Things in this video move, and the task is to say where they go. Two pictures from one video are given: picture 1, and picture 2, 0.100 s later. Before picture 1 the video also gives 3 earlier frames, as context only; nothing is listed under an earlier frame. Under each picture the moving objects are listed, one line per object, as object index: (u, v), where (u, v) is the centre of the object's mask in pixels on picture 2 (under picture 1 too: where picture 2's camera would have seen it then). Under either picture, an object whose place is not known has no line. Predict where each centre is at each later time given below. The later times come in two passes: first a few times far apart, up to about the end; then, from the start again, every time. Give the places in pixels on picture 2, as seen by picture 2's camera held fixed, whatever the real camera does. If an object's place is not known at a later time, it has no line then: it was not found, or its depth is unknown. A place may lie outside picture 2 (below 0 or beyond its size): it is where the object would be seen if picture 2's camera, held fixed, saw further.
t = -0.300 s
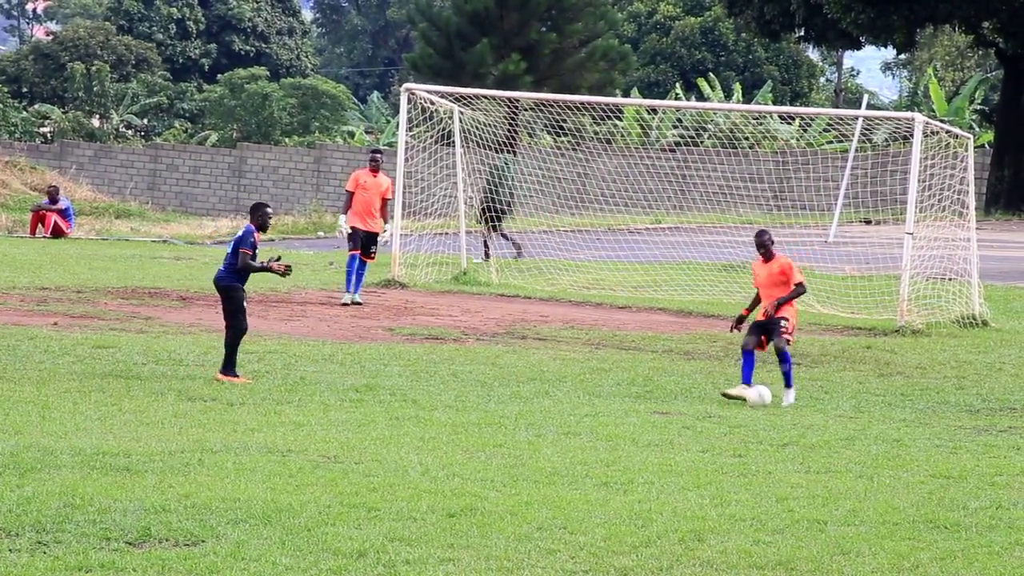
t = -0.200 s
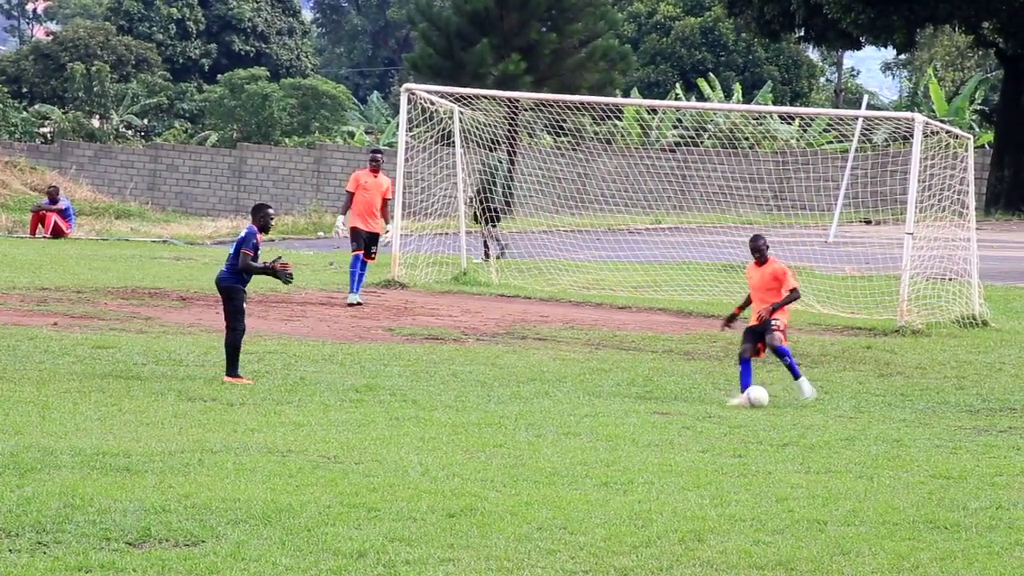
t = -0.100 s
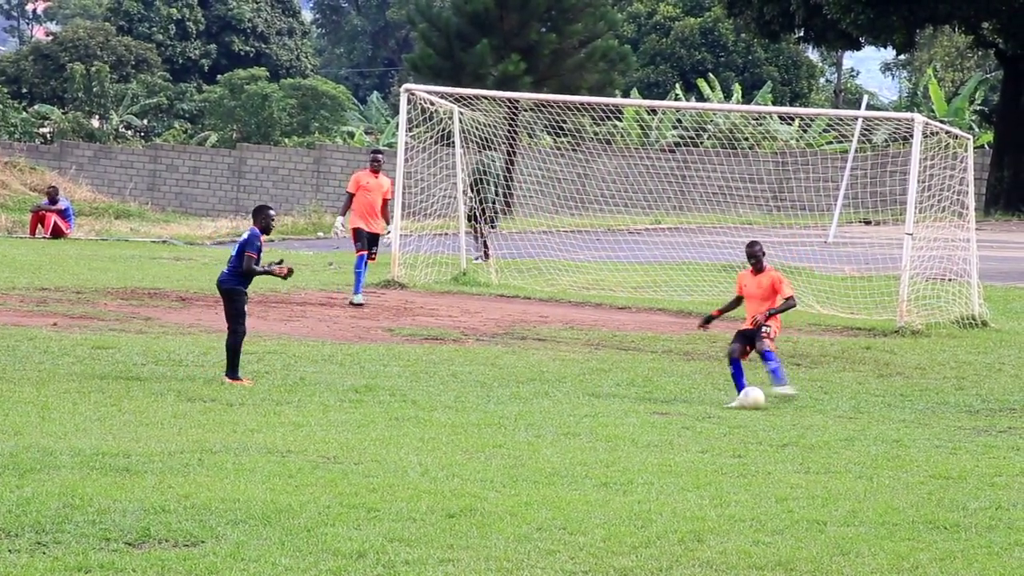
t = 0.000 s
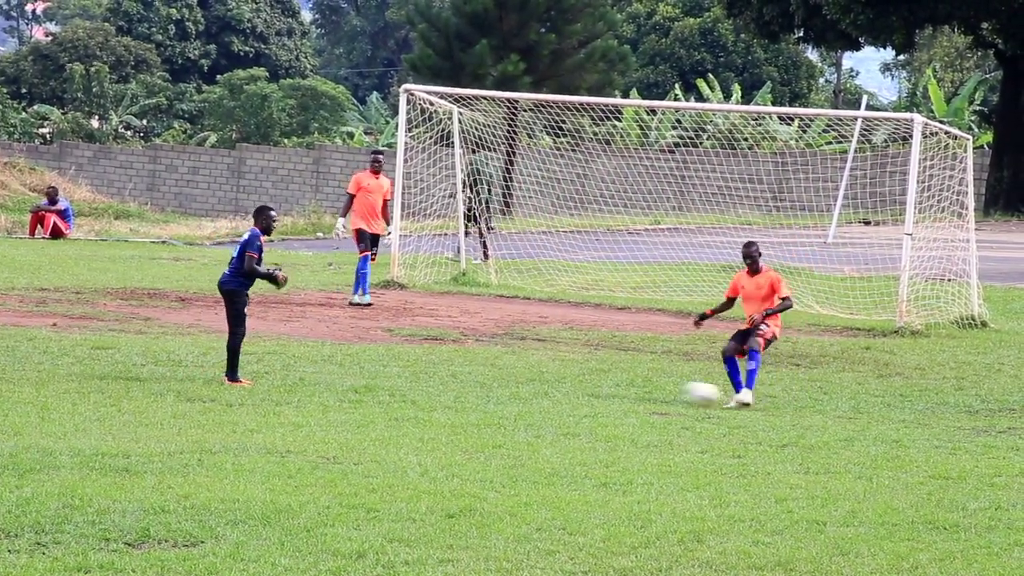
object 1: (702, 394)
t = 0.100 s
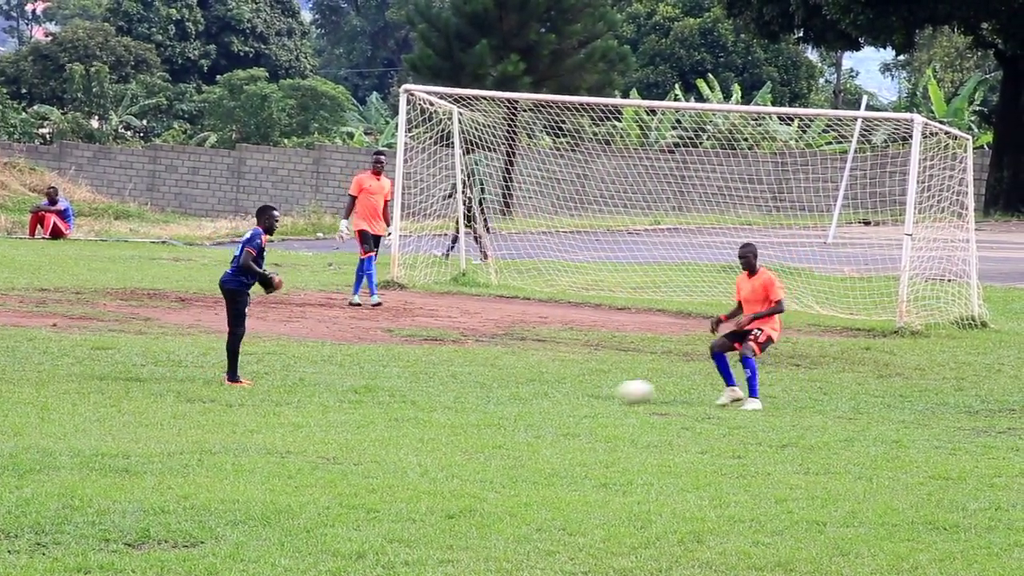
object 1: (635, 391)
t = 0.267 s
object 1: (548, 376)
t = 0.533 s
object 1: (419, 380)
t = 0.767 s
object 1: (306, 374)
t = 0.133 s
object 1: (613, 391)
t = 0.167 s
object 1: (595, 389)
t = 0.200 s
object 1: (579, 383)
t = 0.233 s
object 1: (563, 378)
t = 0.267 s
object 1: (548, 376)
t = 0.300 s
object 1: (532, 374)
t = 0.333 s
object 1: (516, 372)
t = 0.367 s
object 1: (500, 373)
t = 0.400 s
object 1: (483, 376)
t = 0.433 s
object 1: (467, 379)
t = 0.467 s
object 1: (451, 383)
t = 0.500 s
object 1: (435, 383)
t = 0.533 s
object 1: (419, 380)
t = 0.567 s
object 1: (402, 378)
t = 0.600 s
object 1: (386, 377)
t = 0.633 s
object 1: (370, 377)
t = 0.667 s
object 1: (353, 378)
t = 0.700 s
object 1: (336, 379)
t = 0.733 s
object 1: (321, 377)
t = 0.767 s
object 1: (306, 374)
